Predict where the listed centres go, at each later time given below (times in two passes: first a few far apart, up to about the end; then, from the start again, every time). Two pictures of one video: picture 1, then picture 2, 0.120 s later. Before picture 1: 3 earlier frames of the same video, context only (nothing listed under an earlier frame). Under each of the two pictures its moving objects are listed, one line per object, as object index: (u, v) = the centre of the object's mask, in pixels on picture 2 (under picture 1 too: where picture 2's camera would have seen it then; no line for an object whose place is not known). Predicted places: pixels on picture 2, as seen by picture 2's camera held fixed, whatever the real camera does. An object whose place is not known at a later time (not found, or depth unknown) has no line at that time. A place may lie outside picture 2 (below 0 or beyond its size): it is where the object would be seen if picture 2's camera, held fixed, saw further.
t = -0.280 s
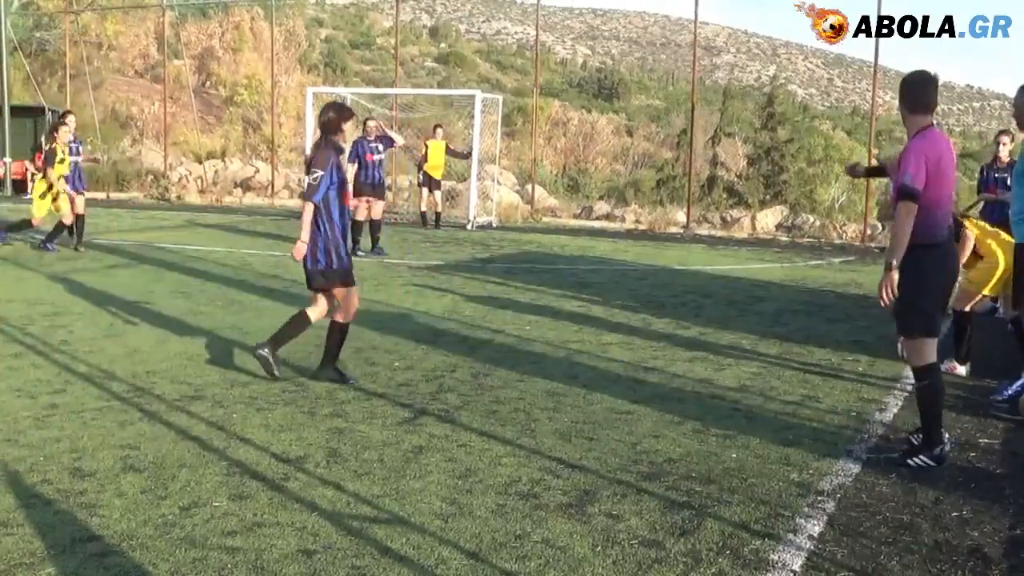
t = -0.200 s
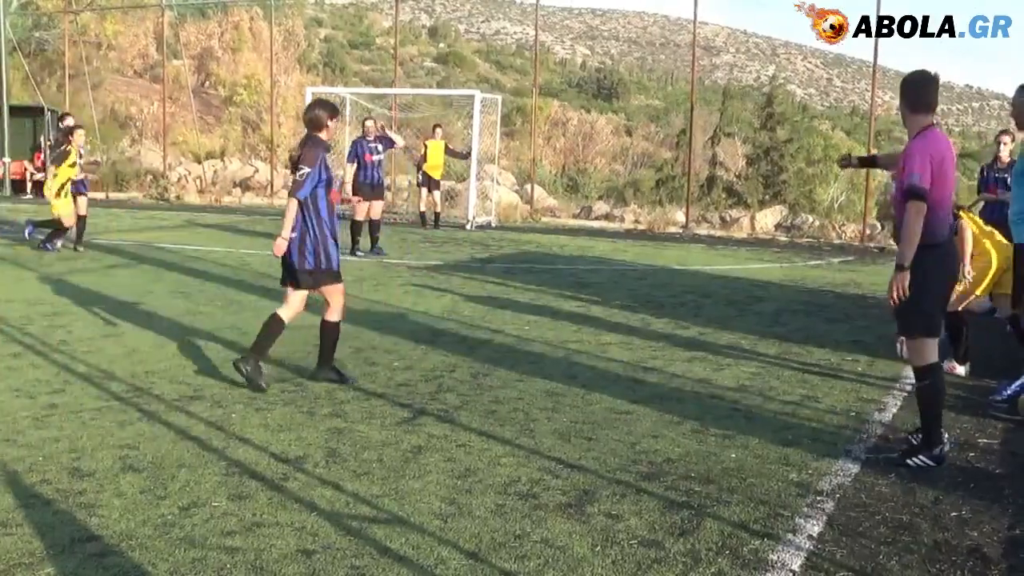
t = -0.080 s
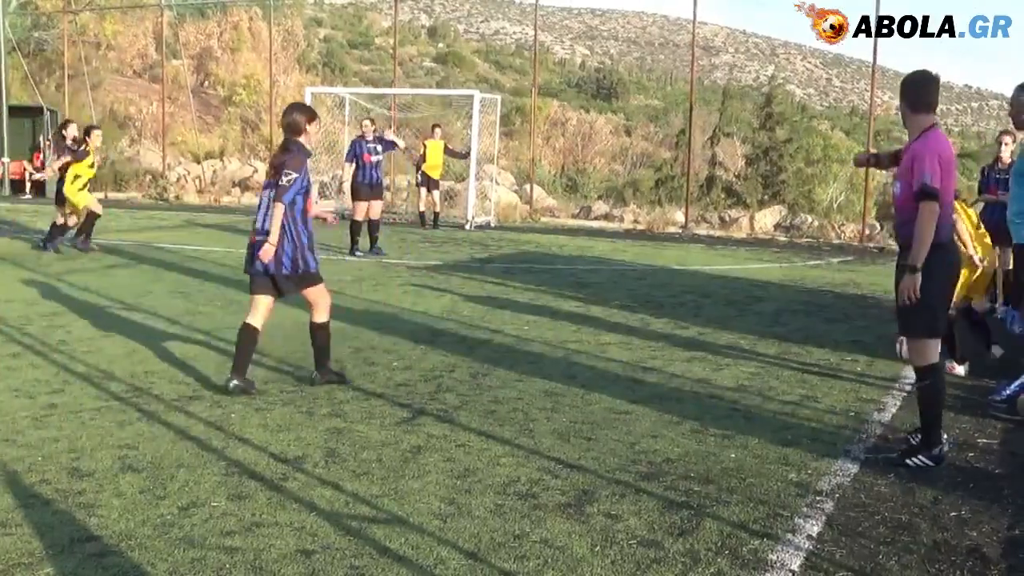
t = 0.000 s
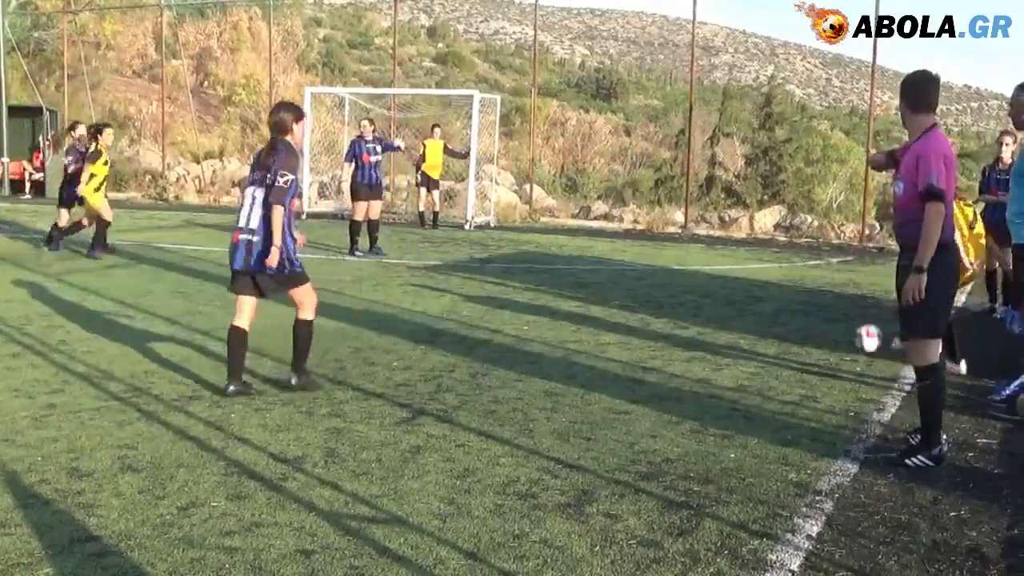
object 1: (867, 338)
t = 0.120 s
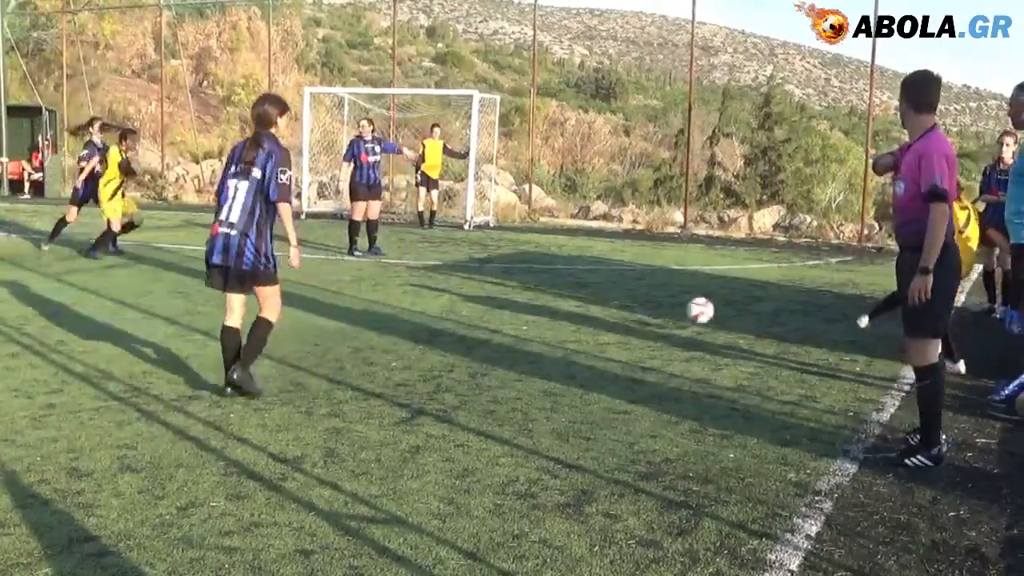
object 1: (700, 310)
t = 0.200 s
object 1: (601, 304)
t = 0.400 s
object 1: (416, 283)
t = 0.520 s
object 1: (331, 275)
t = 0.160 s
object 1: (649, 306)
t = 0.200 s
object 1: (601, 304)
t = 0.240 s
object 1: (556, 301)
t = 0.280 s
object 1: (515, 296)
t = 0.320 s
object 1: (481, 290)
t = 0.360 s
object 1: (448, 286)
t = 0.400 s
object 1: (416, 283)
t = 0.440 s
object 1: (384, 283)
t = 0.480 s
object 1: (356, 278)
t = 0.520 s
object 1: (331, 275)
